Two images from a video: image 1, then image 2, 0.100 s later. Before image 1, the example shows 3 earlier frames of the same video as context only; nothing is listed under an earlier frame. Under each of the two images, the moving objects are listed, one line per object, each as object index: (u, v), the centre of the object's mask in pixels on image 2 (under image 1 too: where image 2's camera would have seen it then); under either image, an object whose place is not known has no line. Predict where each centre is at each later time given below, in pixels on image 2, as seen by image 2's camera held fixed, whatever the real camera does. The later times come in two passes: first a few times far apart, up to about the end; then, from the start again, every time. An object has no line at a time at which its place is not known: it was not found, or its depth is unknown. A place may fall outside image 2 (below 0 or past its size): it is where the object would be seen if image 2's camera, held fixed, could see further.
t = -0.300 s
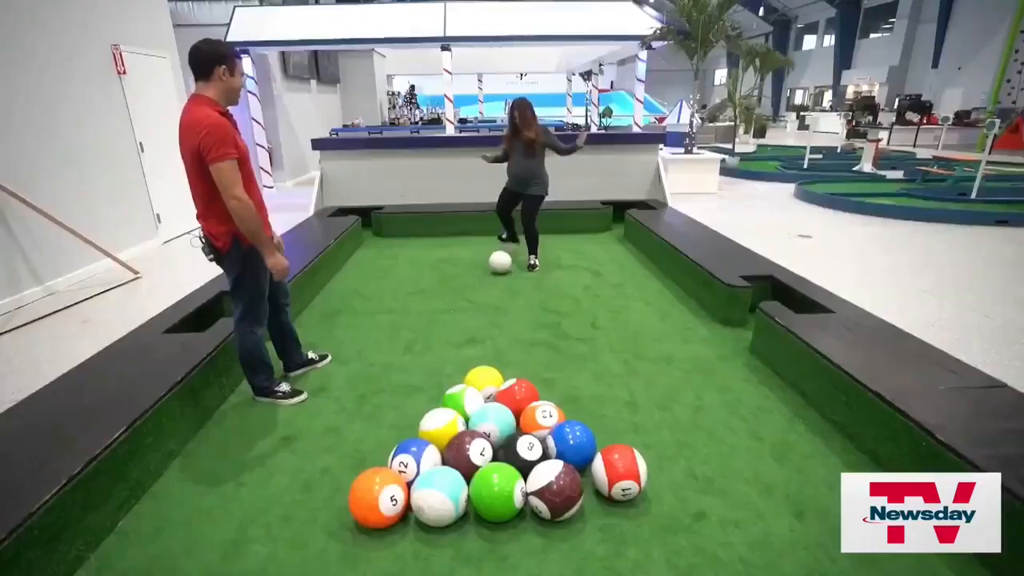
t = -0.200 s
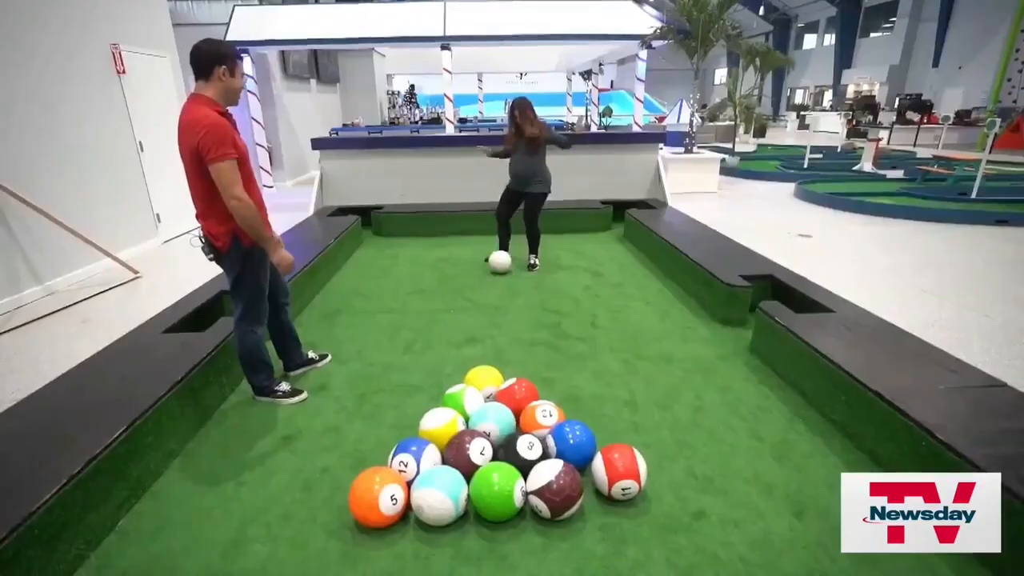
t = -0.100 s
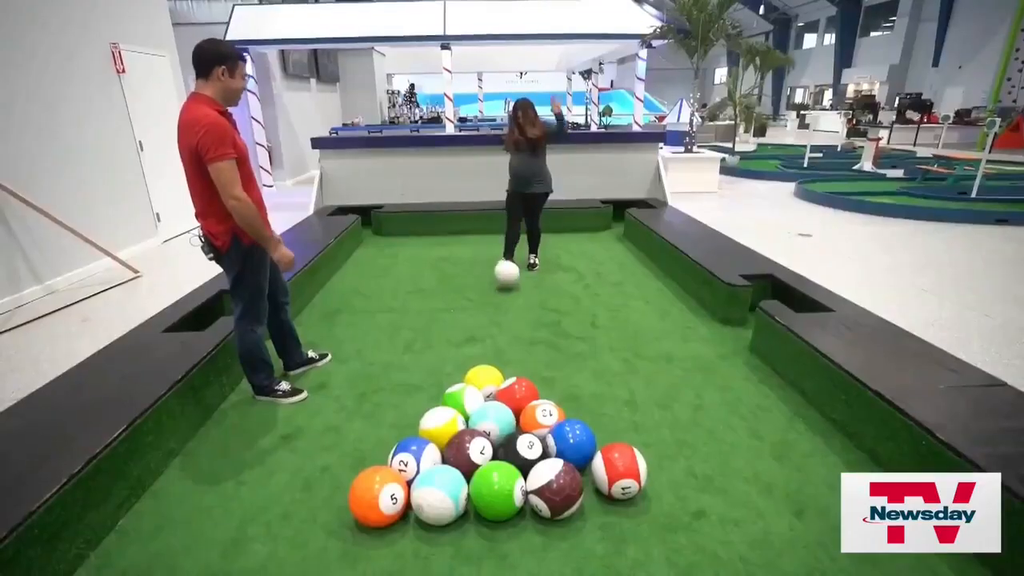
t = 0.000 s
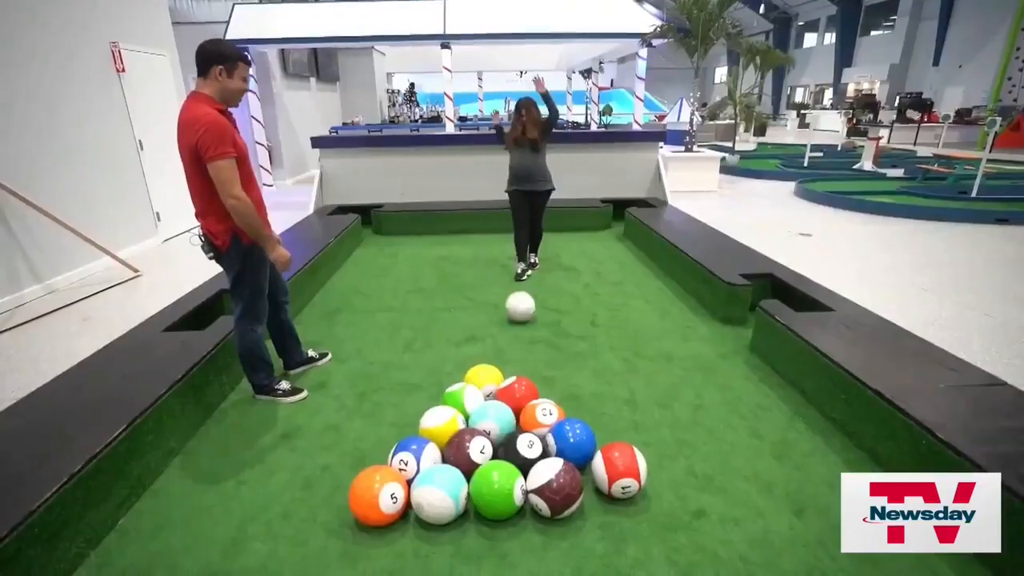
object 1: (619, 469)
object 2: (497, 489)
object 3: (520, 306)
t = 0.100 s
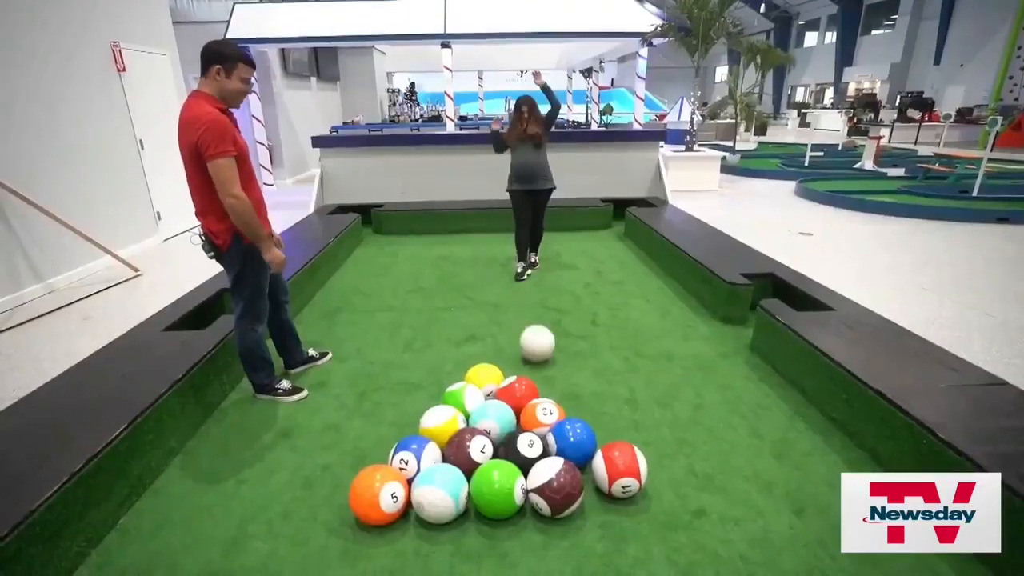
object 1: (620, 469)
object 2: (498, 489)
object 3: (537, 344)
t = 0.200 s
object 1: (620, 469)
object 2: (498, 489)
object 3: (561, 388)
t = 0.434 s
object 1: (637, 482)
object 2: (495, 496)
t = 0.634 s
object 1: (657, 502)
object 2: (495, 507)
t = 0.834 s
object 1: (680, 522)
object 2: (494, 518)
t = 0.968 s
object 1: (695, 534)
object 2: (494, 523)
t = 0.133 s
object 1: (620, 469)
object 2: (498, 489)
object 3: (543, 359)
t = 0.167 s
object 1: (620, 469)
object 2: (498, 489)
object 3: (551, 373)
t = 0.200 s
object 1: (620, 469)
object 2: (498, 489)
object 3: (561, 388)
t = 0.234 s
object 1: (620, 469)
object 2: (498, 489)
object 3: (573, 401)
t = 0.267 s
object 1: (620, 469)
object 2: (498, 489)
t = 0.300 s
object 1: (623, 471)
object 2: (497, 490)
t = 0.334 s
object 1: (627, 472)
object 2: (496, 491)
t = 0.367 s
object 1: (630, 475)
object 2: (496, 493)
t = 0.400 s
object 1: (634, 478)
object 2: (496, 495)
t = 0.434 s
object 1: (637, 482)
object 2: (495, 496)
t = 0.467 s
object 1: (640, 487)
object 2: (495, 498)
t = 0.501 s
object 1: (643, 489)
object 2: (495, 500)
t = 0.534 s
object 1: (647, 493)
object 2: (495, 502)
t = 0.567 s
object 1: (650, 496)
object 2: (495, 503)
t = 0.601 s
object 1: (654, 499)
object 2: (495, 505)
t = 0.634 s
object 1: (657, 502)
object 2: (495, 507)
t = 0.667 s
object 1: (661, 505)
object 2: (494, 509)
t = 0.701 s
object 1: (665, 509)
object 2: (494, 511)
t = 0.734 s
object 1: (669, 512)
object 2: (494, 512)
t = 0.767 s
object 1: (672, 515)
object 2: (494, 514)
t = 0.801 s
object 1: (676, 519)
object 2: (494, 516)
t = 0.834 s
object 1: (680, 522)
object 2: (494, 518)
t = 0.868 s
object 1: (683, 524)
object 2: (494, 519)
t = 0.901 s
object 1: (687, 528)
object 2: (494, 520)
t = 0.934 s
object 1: (691, 531)
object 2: (494, 522)
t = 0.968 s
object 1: (695, 534)
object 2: (494, 523)
